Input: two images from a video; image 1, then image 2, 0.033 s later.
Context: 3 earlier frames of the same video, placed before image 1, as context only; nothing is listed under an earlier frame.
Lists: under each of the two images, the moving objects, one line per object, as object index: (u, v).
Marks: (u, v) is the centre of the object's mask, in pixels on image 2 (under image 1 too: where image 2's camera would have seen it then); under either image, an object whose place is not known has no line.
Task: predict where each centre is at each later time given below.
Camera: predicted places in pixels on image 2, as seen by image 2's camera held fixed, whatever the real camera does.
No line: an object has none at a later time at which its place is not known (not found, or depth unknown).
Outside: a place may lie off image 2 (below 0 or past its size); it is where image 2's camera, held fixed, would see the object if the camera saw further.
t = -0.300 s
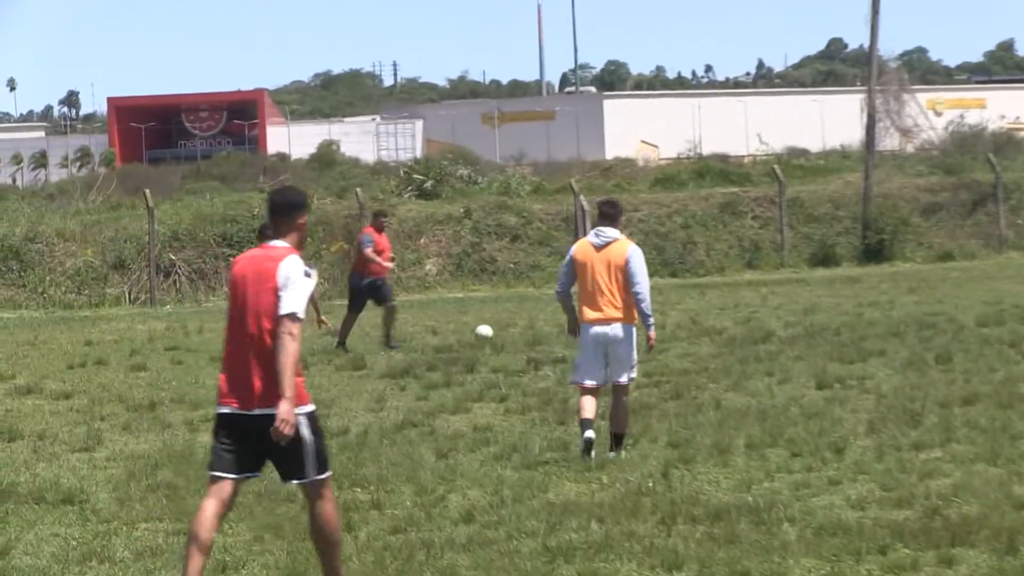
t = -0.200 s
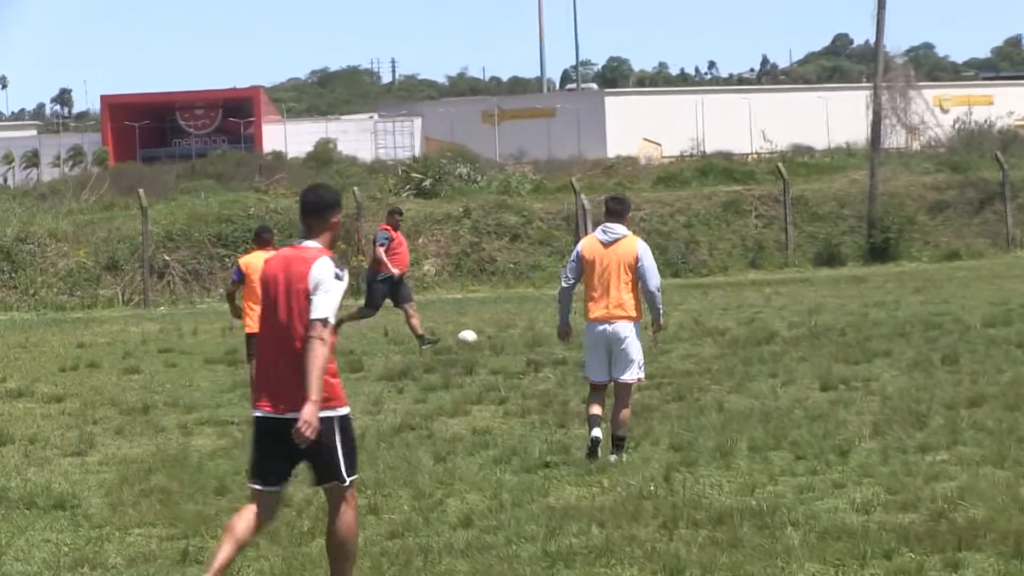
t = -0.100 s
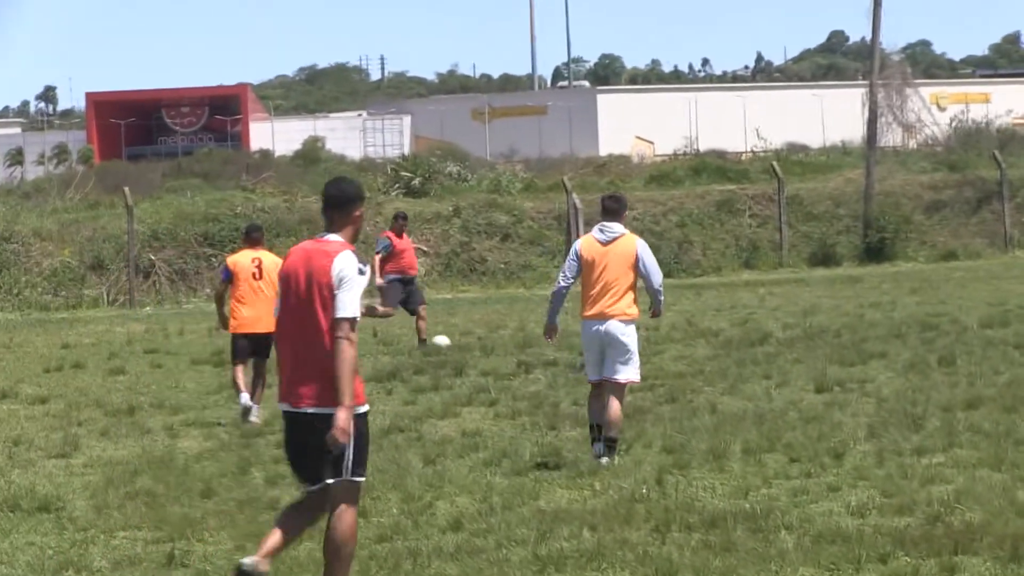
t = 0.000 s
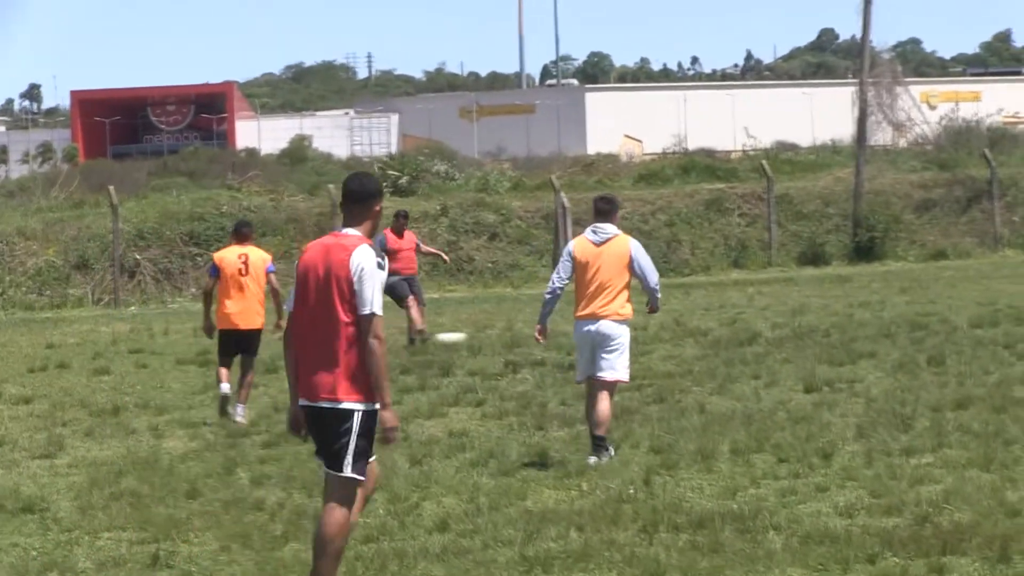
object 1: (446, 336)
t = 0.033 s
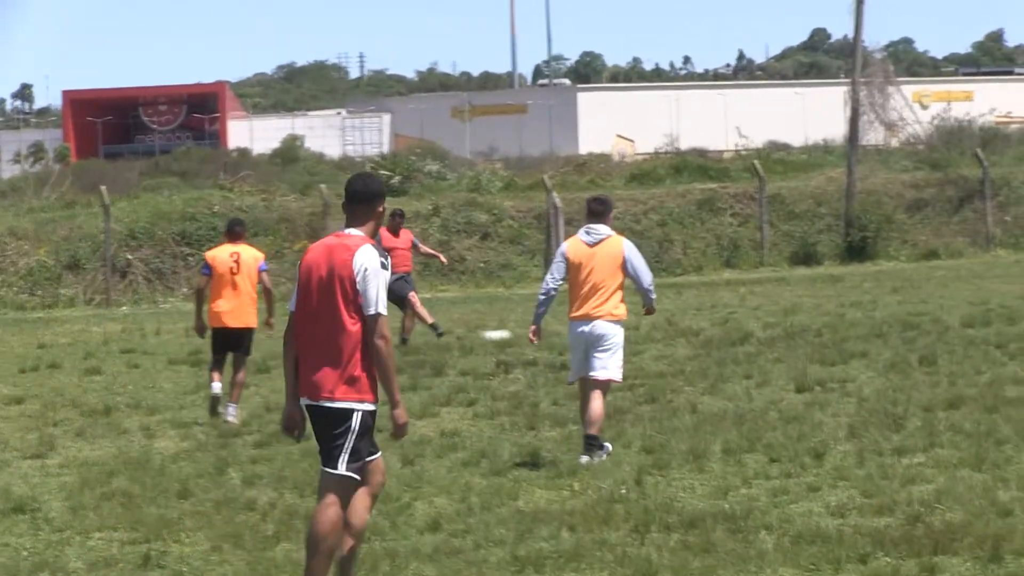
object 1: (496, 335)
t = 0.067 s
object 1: (548, 329)
